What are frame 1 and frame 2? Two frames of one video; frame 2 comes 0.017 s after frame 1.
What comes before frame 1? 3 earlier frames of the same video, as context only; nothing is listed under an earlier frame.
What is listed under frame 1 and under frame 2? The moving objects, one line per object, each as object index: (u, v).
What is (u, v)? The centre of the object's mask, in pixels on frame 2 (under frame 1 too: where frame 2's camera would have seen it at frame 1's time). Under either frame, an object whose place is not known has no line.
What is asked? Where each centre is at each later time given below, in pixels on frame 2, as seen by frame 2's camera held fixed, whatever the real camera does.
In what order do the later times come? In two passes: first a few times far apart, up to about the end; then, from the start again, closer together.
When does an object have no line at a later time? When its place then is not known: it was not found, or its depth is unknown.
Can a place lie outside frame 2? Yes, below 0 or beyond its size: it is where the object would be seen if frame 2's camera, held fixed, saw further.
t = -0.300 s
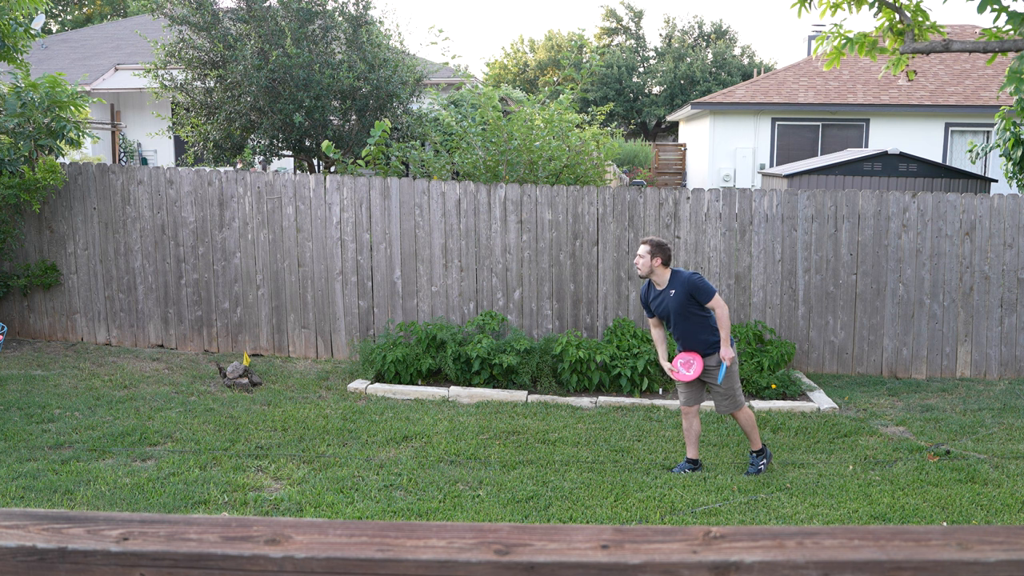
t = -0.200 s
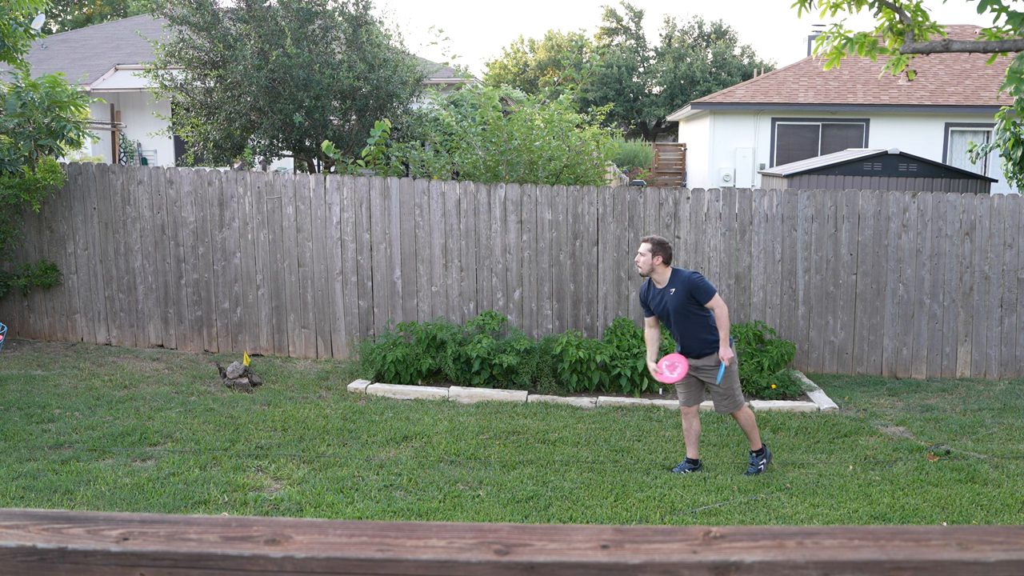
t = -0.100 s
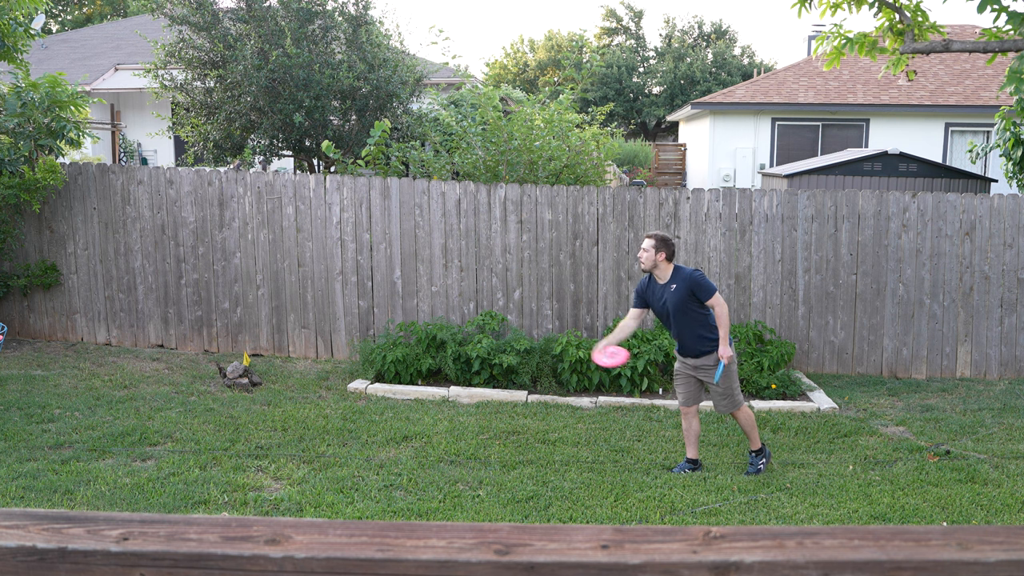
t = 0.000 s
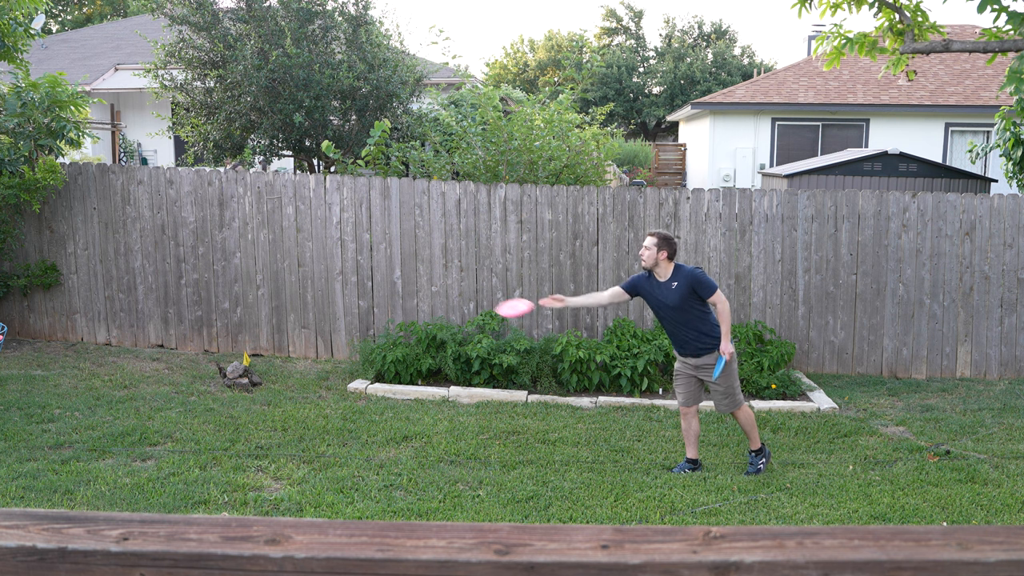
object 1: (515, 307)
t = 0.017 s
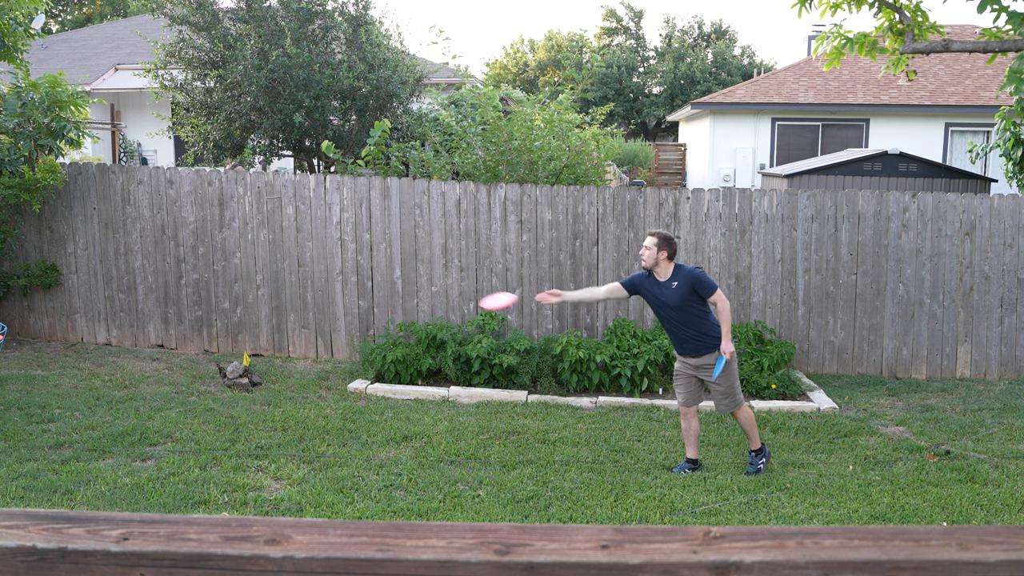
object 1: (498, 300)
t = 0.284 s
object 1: (244, 262)
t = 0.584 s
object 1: (7, 335)
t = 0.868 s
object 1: (16, 447)
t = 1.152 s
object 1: (26, 500)
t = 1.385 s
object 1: (7, 505)
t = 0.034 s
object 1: (482, 294)
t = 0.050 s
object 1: (465, 289)
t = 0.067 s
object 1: (449, 283)
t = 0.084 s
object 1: (433, 279)
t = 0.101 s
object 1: (416, 274)
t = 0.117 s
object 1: (401, 270)
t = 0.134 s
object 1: (385, 268)
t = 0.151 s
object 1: (369, 265)
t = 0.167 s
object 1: (353, 263)
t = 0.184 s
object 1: (337, 261)
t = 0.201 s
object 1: (321, 260)
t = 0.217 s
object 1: (306, 260)
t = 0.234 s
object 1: (290, 260)
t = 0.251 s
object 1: (275, 260)
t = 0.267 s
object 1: (260, 261)
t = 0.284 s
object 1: (244, 262)
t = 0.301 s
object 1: (229, 263)
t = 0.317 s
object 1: (214, 265)
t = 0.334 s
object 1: (200, 268)
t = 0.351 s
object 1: (185, 271)
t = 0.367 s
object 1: (170, 274)
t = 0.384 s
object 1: (155, 278)
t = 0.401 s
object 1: (141, 282)
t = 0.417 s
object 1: (127, 286)
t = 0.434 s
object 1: (112, 290)
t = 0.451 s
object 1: (99, 295)
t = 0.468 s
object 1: (85, 300)
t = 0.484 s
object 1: (70, 306)
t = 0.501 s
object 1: (56, 311)
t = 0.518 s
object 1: (43, 317)
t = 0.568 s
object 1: (10, 333)
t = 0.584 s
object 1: (7, 335)
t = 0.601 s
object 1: (6, 334)
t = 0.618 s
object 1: (6, 337)
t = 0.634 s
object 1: (6, 344)
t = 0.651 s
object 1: (5, 351)
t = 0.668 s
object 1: (4, 357)
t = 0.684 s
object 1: (2, 364)
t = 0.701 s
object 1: (3, 365)
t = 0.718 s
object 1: (6, 370)
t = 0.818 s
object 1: (13, 418)
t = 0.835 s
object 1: (13, 426)
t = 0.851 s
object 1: (14, 435)
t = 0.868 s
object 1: (16, 447)
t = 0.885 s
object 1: (18, 457)
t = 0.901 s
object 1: (20, 466)
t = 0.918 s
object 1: (21, 470)
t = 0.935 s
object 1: (21, 472)
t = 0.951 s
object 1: (22, 474)
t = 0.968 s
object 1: (23, 475)
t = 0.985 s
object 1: (22, 476)
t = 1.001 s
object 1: (23, 478)
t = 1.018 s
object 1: (24, 480)
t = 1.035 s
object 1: (24, 483)
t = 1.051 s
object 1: (26, 486)
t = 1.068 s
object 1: (26, 487)
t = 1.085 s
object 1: (27, 489)
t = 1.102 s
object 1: (27, 491)
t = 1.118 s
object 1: (27, 494)
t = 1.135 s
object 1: (28, 497)
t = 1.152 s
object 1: (26, 500)
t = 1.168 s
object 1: (26, 500)
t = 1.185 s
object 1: (26, 501)
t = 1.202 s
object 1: (27, 501)
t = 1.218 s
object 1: (27, 501)
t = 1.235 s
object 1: (26, 500)
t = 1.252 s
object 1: (25, 499)
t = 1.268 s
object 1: (24, 499)
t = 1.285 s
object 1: (22, 499)
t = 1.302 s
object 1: (20, 499)
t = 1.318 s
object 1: (18, 500)
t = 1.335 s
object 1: (15, 501)
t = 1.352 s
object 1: (12, 503)
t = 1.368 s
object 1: (9, 504)
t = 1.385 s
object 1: (7, 505)
